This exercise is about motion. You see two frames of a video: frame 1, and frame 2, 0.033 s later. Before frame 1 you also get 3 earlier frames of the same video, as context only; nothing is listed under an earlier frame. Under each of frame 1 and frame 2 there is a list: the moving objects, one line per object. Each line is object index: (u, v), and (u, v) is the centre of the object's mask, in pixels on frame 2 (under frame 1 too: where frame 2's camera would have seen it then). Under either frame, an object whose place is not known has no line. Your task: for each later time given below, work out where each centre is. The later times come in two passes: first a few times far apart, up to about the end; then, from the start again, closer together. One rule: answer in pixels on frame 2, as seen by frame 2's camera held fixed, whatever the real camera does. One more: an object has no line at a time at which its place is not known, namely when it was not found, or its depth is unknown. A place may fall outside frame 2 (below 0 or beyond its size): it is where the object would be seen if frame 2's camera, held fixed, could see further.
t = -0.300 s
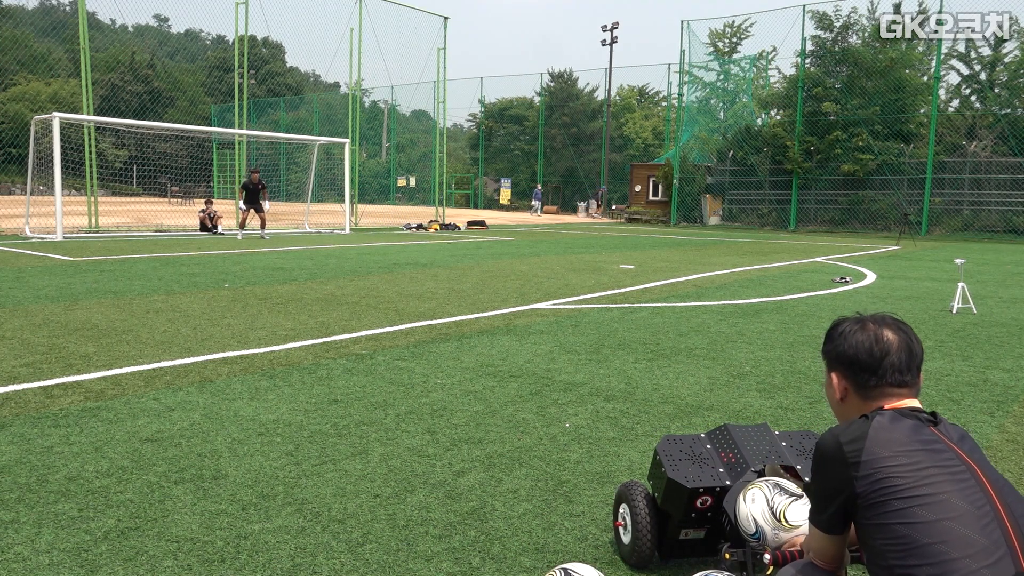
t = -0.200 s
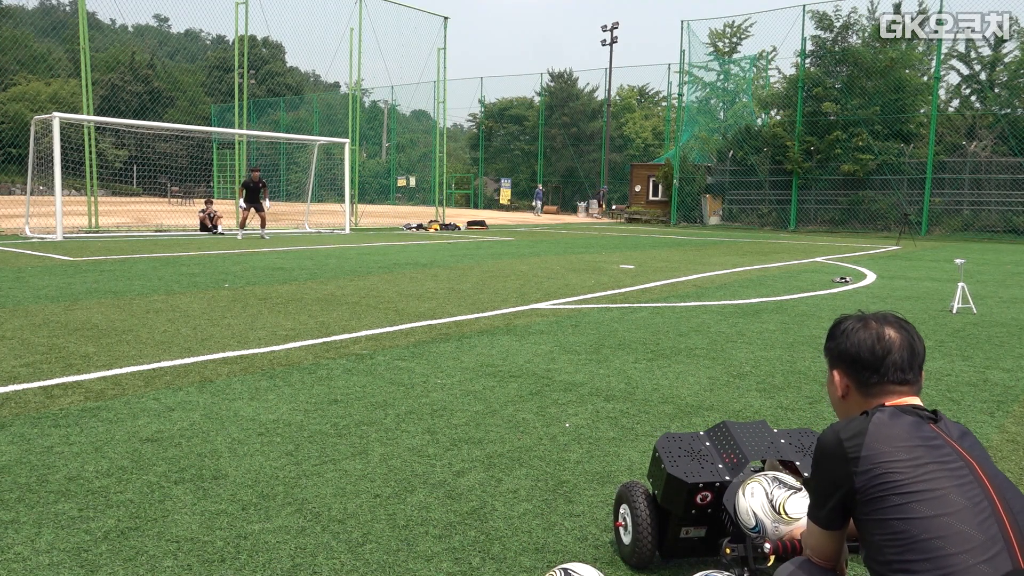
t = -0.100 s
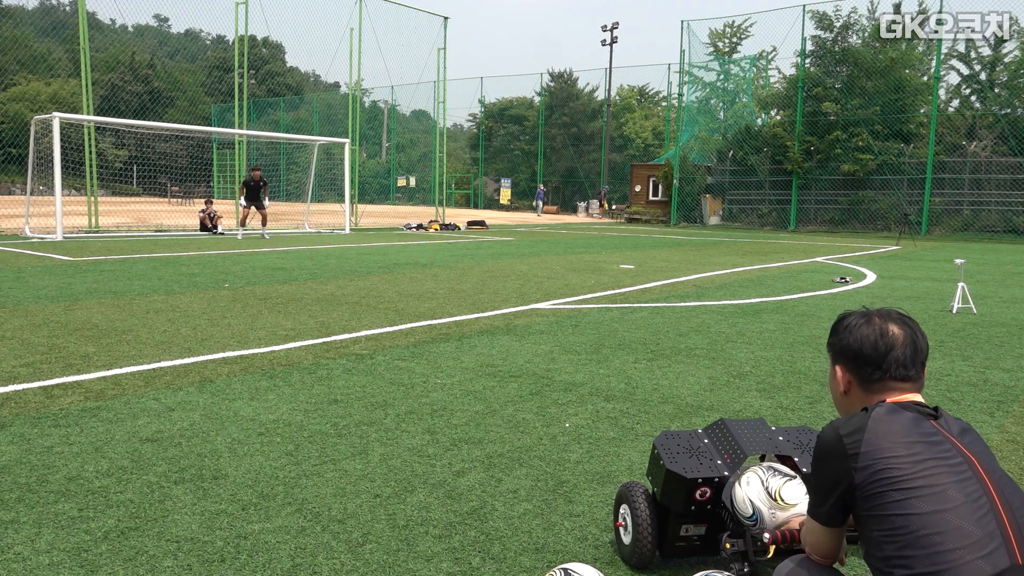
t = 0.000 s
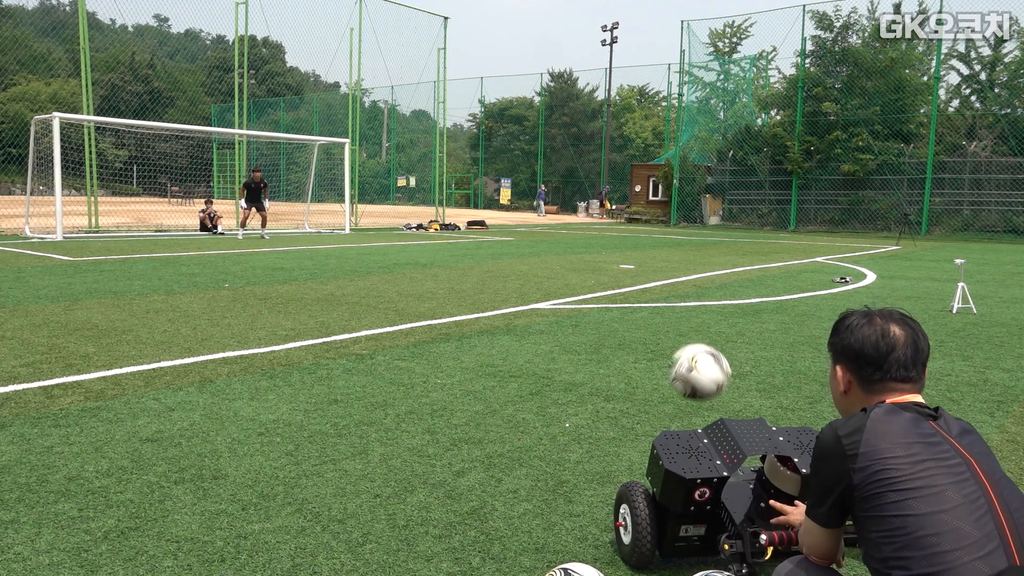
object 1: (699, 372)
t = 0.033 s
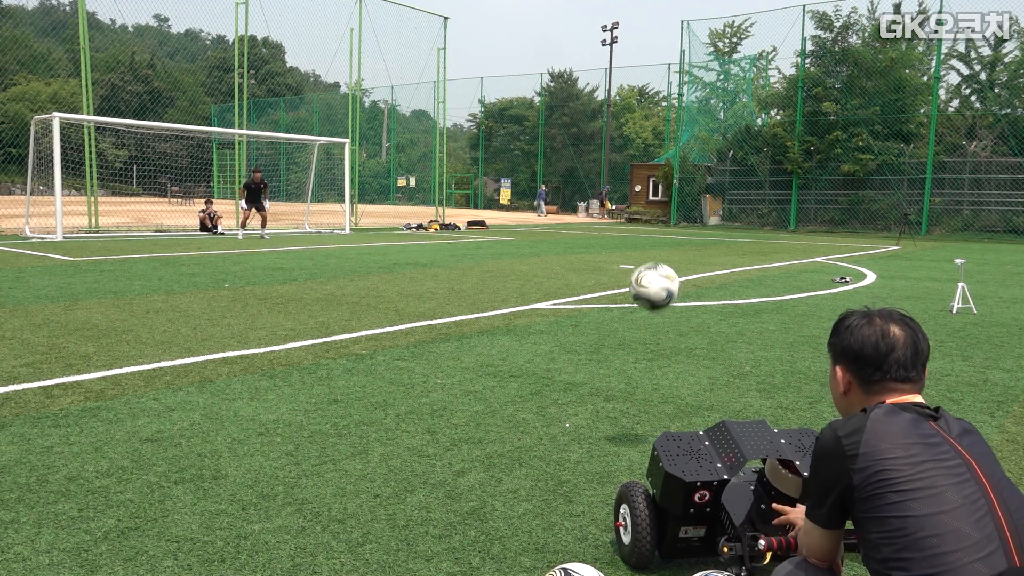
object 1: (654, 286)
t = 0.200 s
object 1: (540, 110)
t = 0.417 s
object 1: (471, 64)
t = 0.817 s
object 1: (395, 89)
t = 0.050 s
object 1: (636, 254)
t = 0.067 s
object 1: (621, 227)
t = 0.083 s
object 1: (607, 204)
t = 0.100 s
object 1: (595, 184)
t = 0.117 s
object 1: (584, 168)
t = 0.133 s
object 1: (573, 153)
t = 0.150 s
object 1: (564, 140)
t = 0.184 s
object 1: (548, 118)
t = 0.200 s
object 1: (540, 110)
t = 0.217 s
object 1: (533, 103)
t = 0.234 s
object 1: (527, 96)
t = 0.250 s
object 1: (520, 91)
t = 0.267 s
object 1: (514, 86)
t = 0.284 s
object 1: (509, 82)
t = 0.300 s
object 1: (503, 78)
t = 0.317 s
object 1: (498, 75)
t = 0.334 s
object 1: (493, 72)
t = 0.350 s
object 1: (488, 70)
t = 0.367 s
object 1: (484, 68)
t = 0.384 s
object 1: (479, 66)
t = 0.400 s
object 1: (475, 65)
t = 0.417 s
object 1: (471, 64)
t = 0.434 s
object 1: (467, 63)
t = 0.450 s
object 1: (463, 63)
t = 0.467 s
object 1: (459, 63)
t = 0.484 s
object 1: (456, 62)
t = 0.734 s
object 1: (408, 78)
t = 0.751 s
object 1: (406, 80)
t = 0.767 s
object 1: (403, 82)
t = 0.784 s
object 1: (400, 85)
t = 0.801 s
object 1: (397, 87)
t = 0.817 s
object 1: (395, 89)
